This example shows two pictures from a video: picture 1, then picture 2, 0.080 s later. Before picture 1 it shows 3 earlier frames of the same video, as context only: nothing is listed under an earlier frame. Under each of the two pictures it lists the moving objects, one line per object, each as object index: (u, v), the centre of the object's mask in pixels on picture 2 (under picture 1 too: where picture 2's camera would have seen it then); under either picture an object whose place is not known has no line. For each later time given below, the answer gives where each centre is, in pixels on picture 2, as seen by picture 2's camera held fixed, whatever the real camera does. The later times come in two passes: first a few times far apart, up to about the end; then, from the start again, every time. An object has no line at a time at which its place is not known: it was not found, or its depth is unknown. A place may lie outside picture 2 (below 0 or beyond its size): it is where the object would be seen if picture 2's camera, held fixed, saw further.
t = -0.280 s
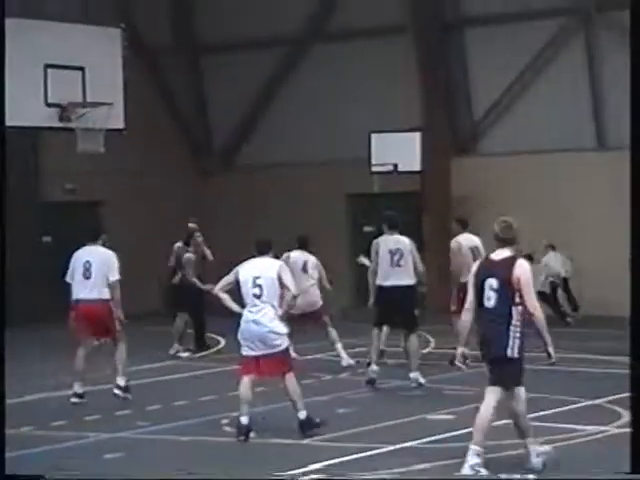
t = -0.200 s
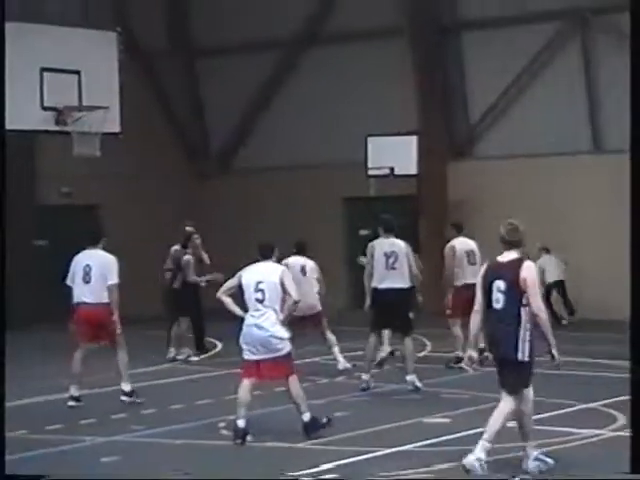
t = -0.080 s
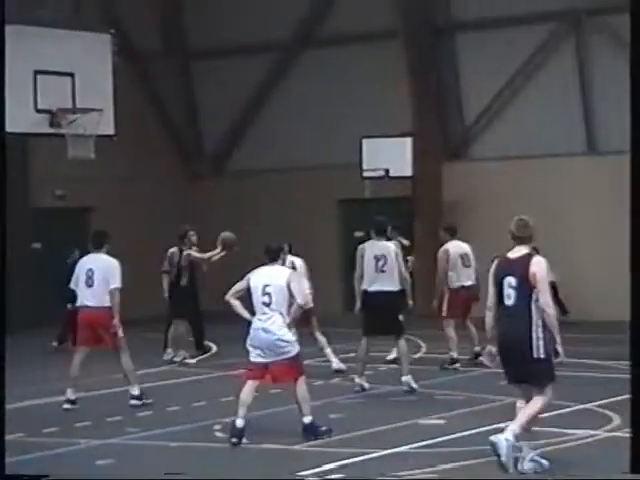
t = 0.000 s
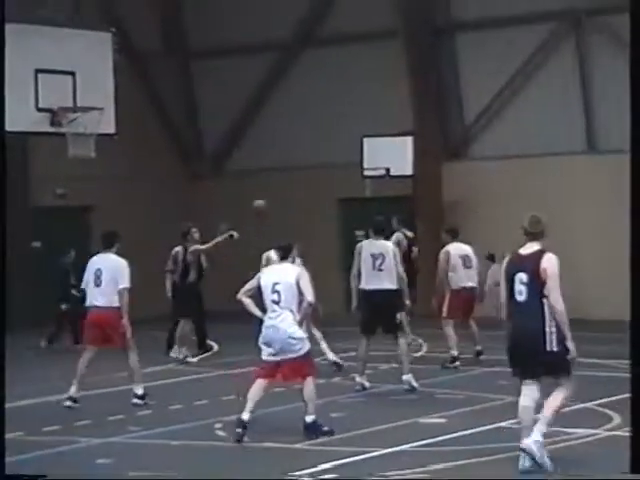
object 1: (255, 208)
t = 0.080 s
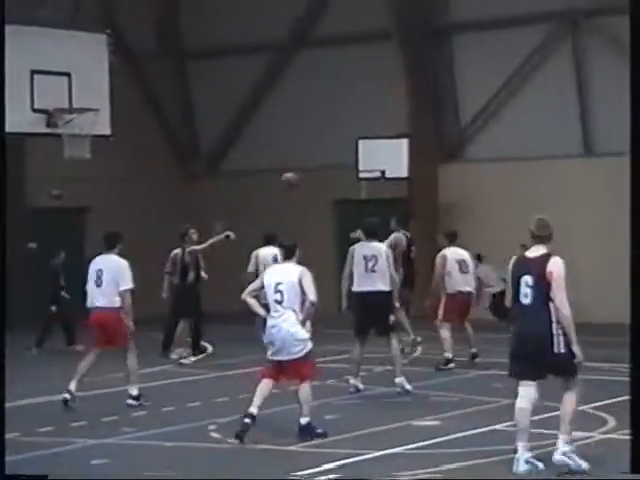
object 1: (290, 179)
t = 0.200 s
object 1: (342, 147)
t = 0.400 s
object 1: (432, 111)
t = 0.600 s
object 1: (528, 108)
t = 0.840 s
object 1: (648, 146)
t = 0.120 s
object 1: (306, 167)
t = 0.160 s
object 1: (318, 159)
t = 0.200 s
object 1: (342, 147)
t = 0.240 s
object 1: (359, 136)
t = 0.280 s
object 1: (377, 128)
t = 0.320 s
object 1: (398, 124)
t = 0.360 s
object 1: (415, 114)
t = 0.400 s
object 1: (432, 111)
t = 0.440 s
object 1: (449, 108)
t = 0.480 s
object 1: (471, 107)
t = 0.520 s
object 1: (490, 103)
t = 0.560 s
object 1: (509, 106)
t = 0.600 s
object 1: (528, 108)
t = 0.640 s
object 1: (548, 111)
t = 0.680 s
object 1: (569, 116)
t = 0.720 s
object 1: (587, 121)
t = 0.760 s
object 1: (609, 128)
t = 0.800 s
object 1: (628, 137)
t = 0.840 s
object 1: (648, 146)
